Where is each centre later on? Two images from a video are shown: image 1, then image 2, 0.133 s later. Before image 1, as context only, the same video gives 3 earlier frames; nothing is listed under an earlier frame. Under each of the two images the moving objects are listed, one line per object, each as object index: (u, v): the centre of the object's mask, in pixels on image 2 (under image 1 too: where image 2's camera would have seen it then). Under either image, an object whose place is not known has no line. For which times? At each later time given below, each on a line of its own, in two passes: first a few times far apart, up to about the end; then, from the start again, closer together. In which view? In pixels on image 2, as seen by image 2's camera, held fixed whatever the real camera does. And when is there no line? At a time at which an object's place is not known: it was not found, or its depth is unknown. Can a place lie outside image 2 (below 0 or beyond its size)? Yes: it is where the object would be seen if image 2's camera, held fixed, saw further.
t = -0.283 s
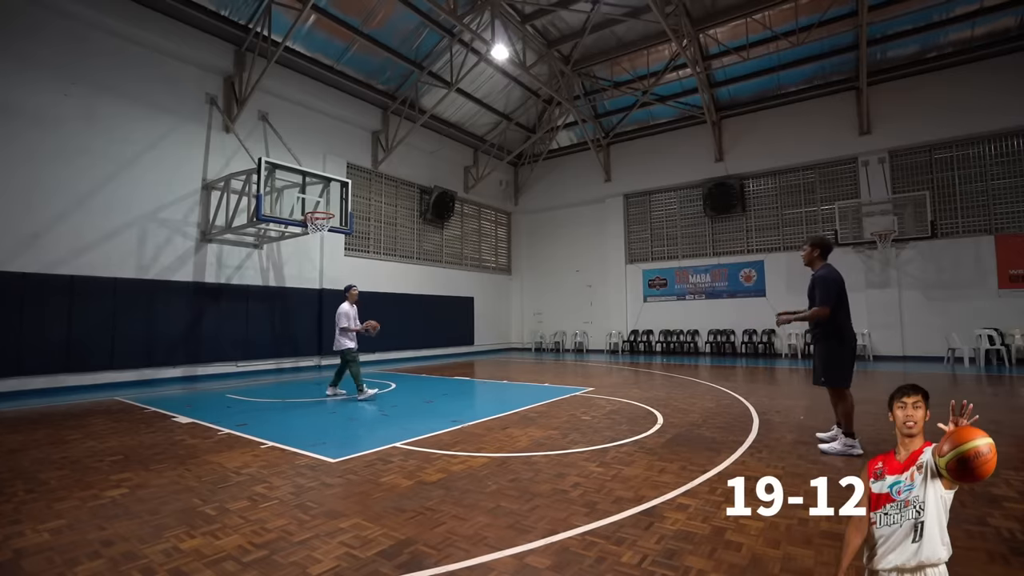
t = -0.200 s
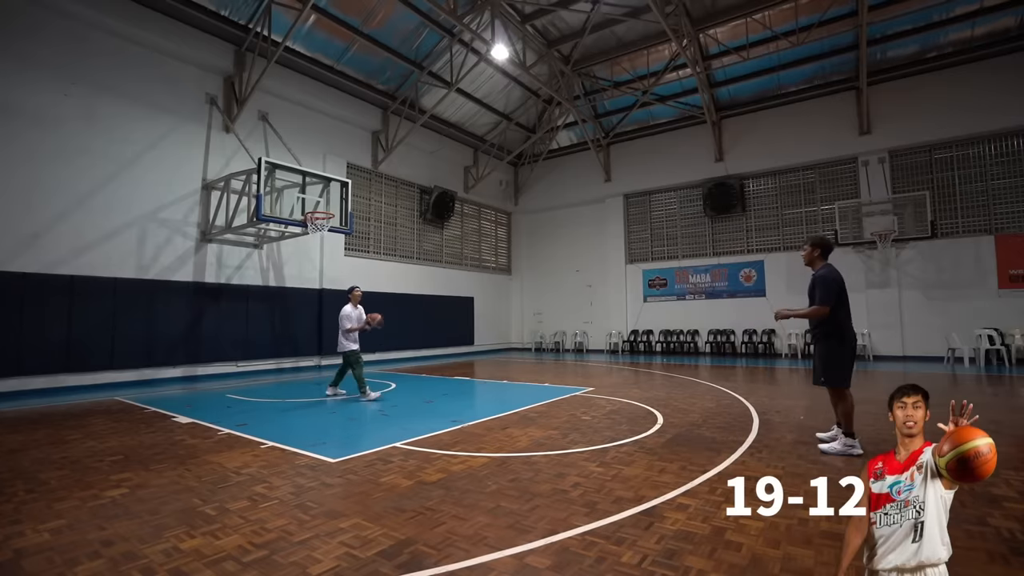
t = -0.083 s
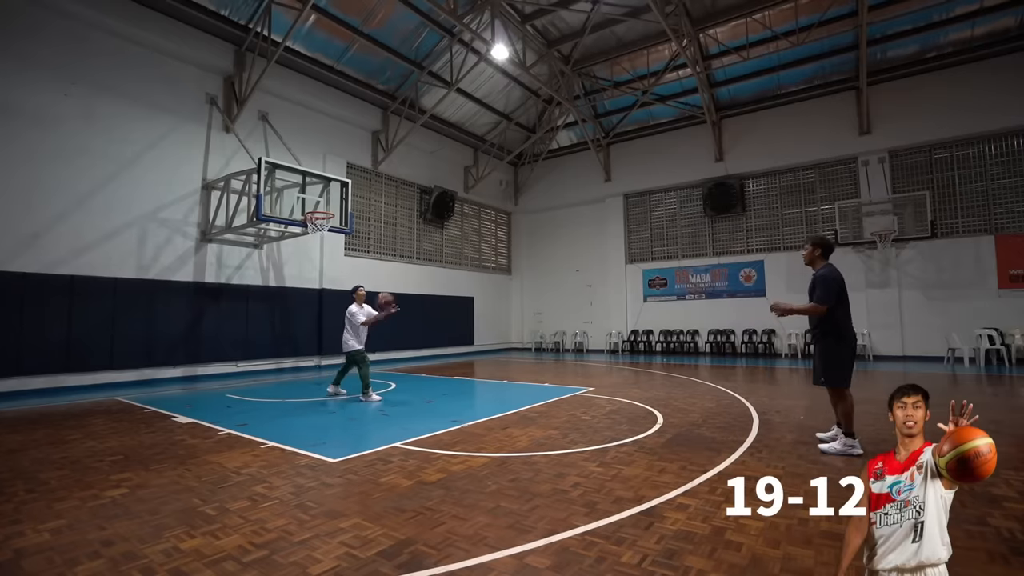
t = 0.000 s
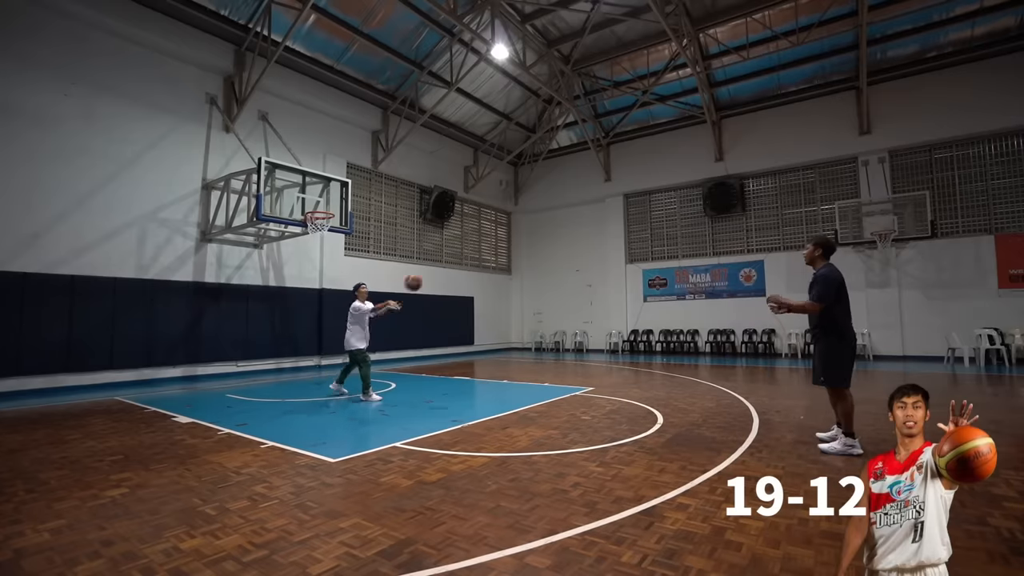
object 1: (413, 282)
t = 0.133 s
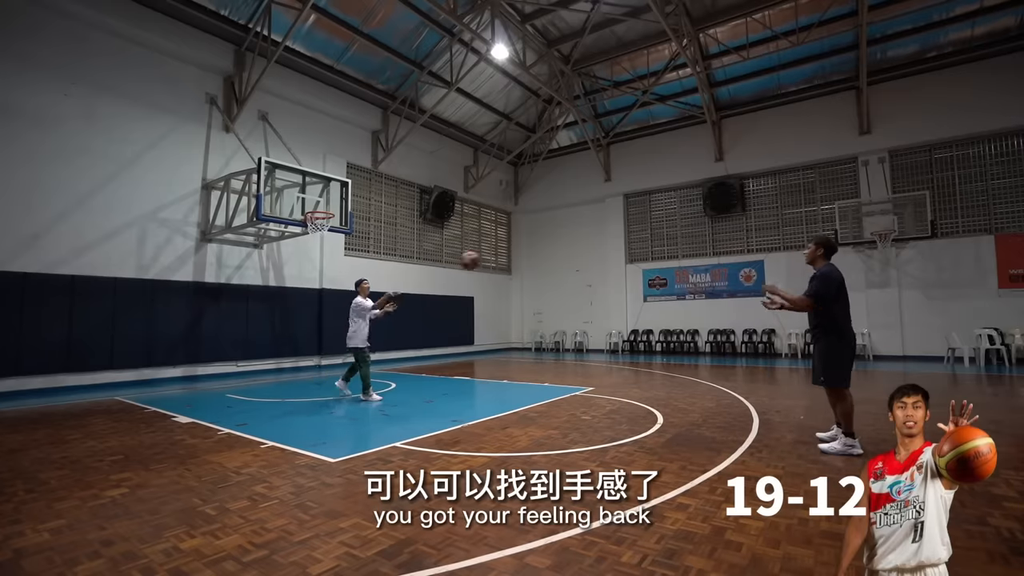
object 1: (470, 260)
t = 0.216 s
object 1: (509, 252)
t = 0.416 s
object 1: (618, 252)
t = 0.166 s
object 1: (484, 256)
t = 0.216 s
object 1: (509, 252)
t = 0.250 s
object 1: (525, 250)
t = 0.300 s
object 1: (551, 248)
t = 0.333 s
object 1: (569, 248)
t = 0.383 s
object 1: (598, 250)
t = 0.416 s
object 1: (618, 252)
